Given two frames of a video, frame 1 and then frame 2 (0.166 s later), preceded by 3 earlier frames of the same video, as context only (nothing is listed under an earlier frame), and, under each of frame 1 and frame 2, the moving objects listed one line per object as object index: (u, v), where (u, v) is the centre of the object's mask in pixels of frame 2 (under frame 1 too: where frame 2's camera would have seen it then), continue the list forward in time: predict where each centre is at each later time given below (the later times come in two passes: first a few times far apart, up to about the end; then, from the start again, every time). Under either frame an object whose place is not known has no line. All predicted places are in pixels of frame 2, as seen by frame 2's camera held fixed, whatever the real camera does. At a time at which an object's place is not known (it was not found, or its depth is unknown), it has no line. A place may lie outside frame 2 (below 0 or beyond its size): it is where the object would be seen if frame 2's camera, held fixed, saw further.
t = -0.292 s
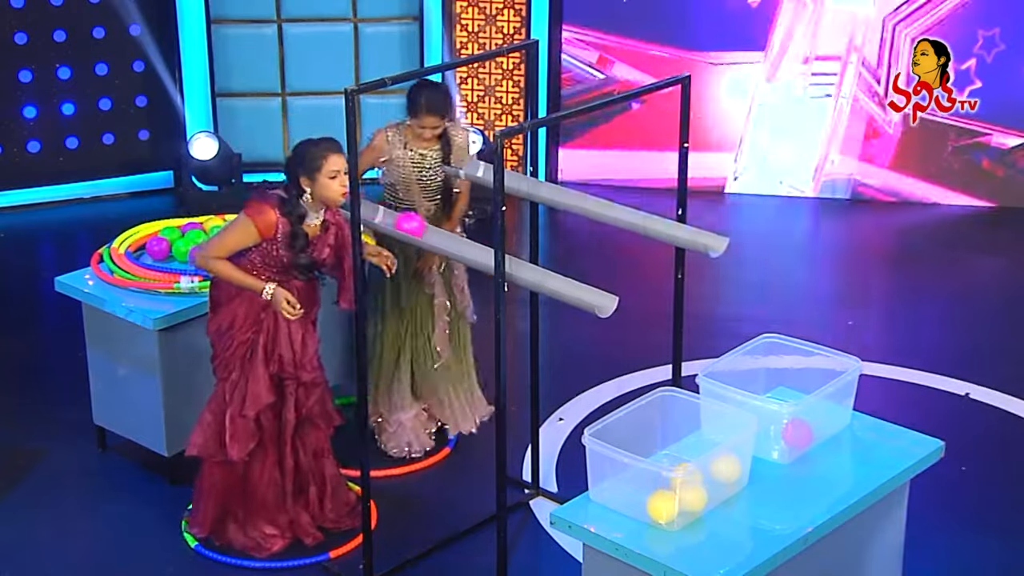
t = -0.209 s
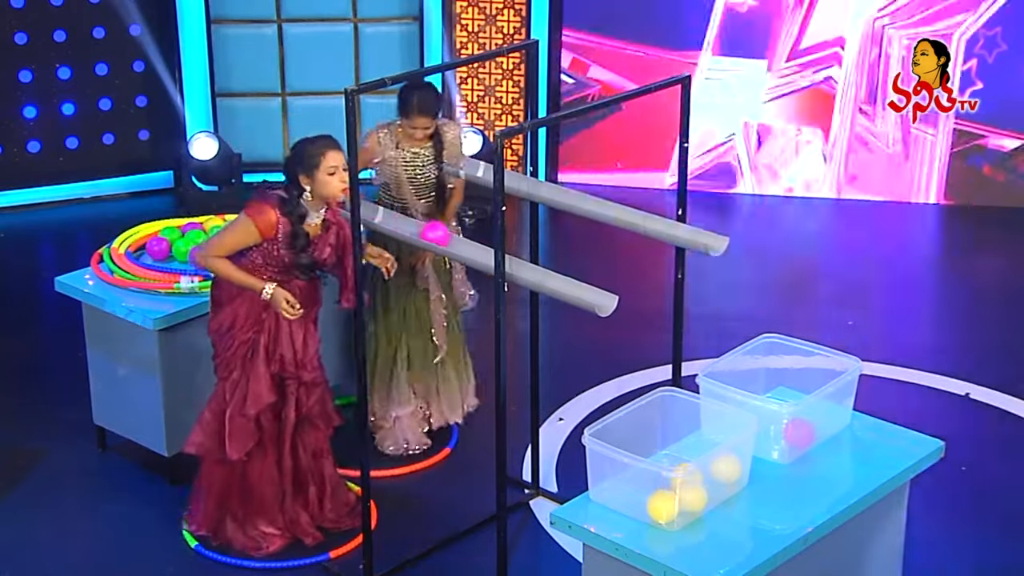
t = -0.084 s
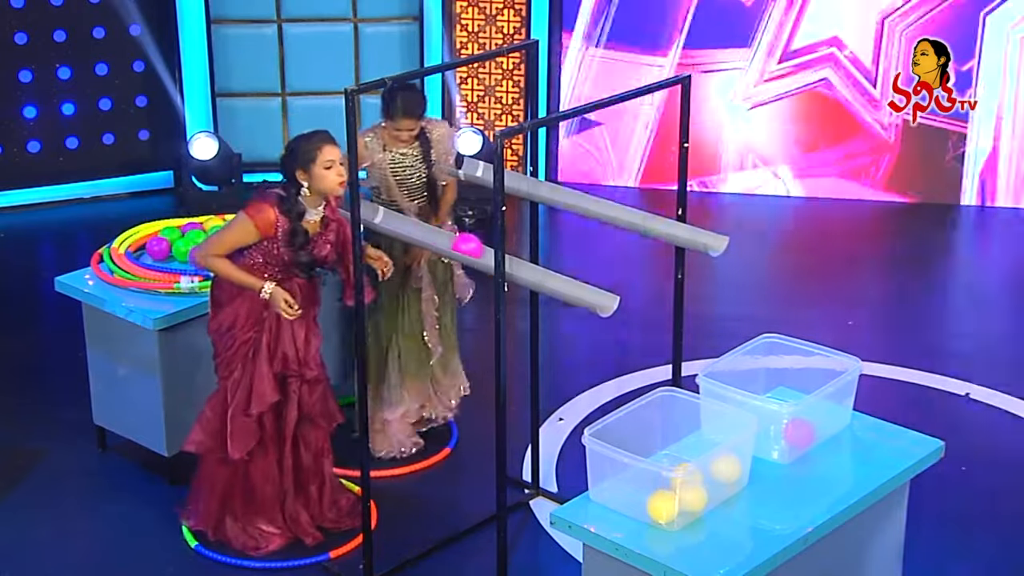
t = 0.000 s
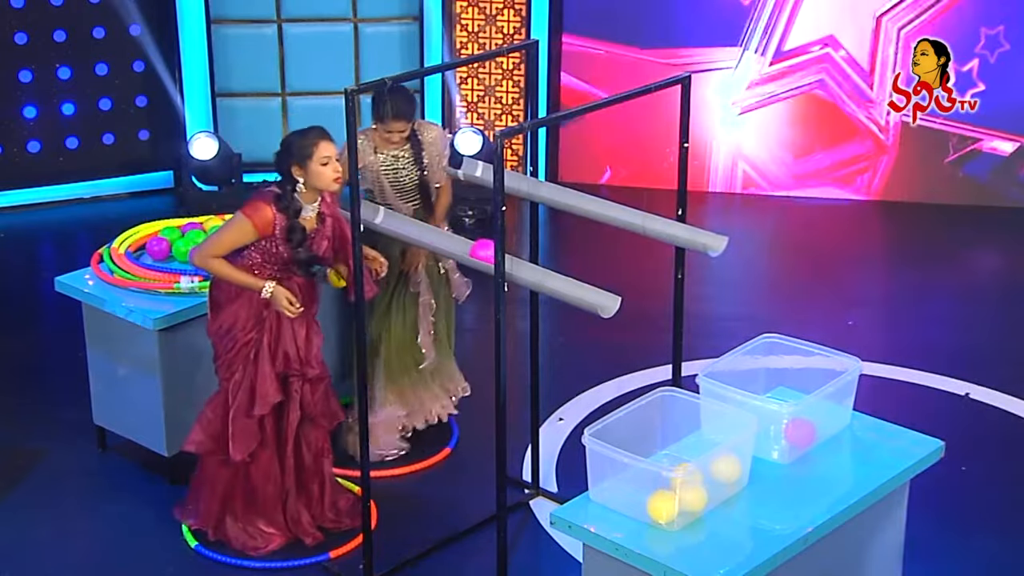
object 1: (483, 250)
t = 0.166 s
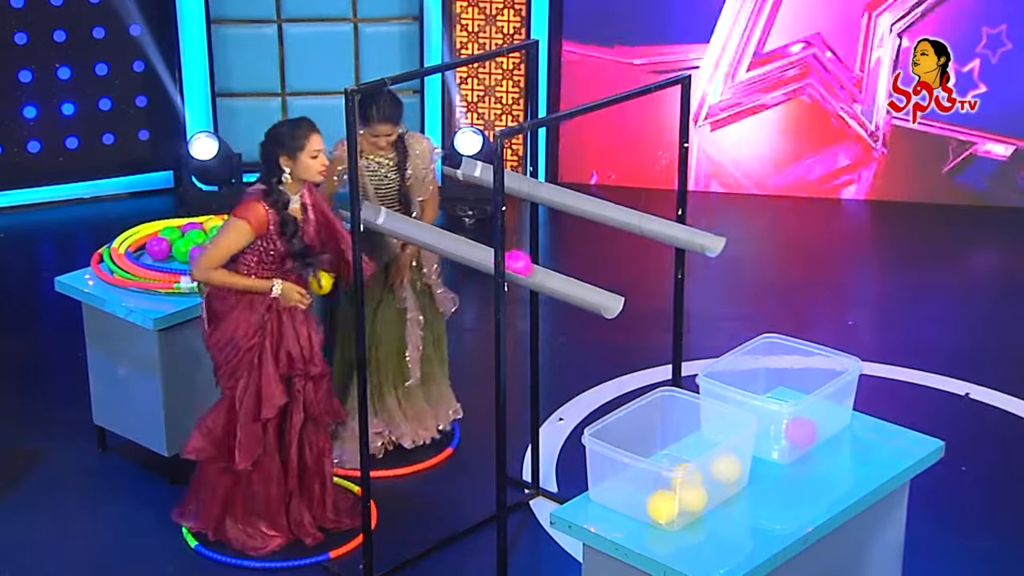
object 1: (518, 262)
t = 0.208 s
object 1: (531, 268)
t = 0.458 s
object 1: (570, 282)
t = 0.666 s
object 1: (599, 294)
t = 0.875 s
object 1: (625, 327)
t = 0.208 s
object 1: (531, 268)
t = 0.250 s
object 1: (538, 271)
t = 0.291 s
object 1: (545, 272)
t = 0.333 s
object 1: (552, 275)
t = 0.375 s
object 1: (558, 277)
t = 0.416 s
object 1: (564, 280)
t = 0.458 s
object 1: (570, 282)
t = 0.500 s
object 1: (576, 284)
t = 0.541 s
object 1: (582, 287)
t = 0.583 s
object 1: (588, 290)
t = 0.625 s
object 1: (594, 292)
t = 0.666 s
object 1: (599, 294)
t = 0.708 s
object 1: (605, 299)
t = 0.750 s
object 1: (610, 302)
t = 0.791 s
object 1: (615, 306)
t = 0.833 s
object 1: (621, 315)
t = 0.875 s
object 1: (625, 327)
